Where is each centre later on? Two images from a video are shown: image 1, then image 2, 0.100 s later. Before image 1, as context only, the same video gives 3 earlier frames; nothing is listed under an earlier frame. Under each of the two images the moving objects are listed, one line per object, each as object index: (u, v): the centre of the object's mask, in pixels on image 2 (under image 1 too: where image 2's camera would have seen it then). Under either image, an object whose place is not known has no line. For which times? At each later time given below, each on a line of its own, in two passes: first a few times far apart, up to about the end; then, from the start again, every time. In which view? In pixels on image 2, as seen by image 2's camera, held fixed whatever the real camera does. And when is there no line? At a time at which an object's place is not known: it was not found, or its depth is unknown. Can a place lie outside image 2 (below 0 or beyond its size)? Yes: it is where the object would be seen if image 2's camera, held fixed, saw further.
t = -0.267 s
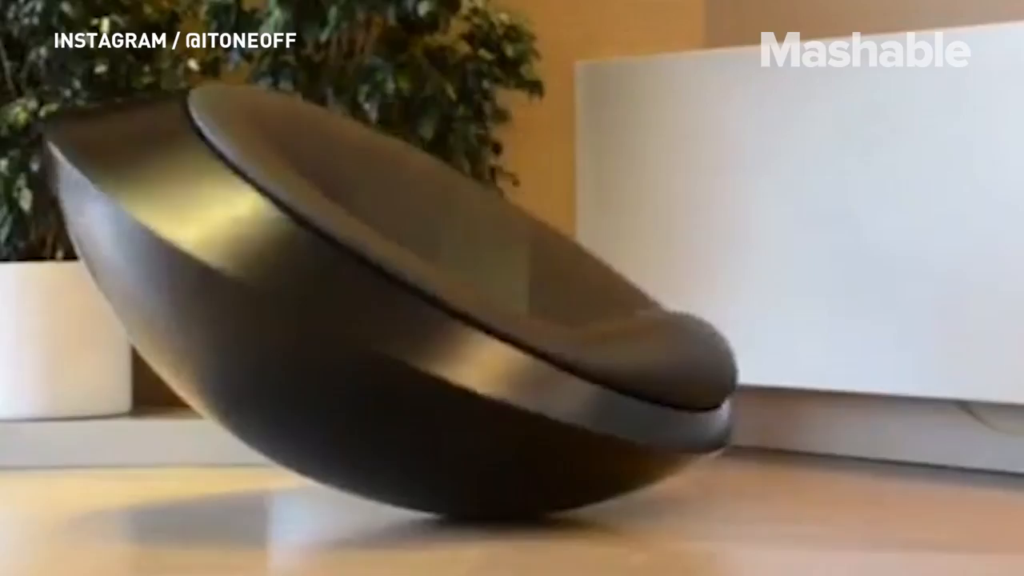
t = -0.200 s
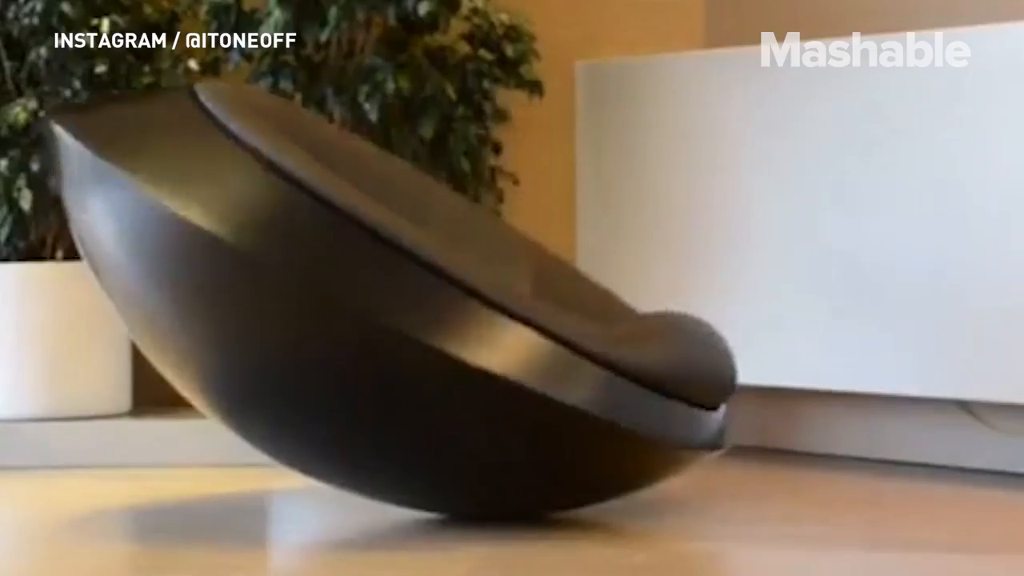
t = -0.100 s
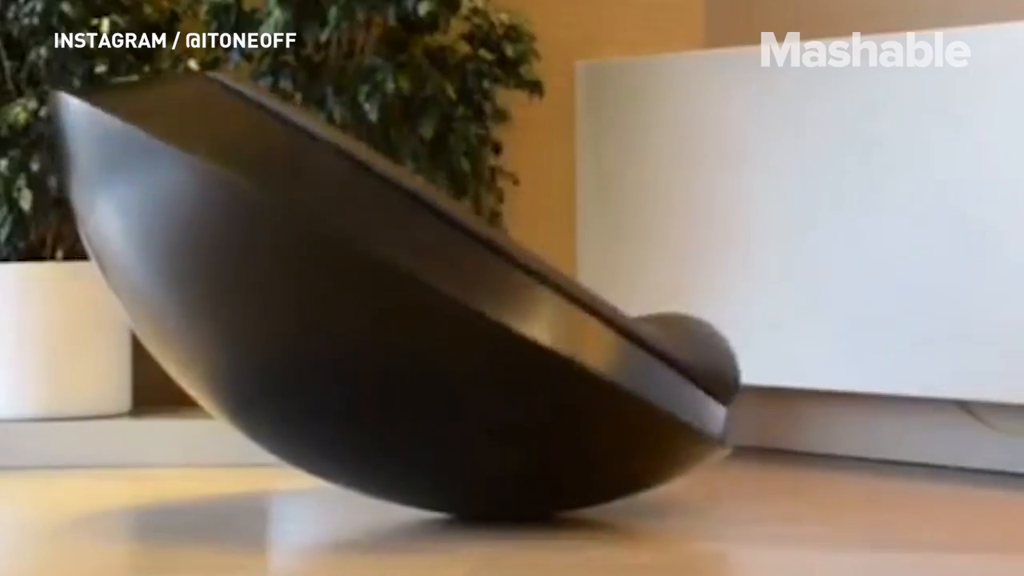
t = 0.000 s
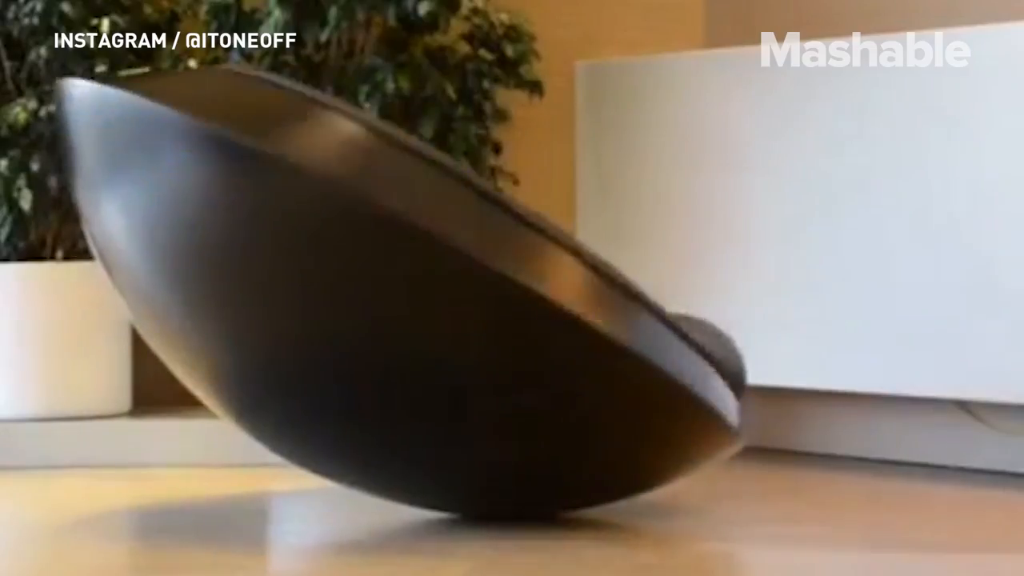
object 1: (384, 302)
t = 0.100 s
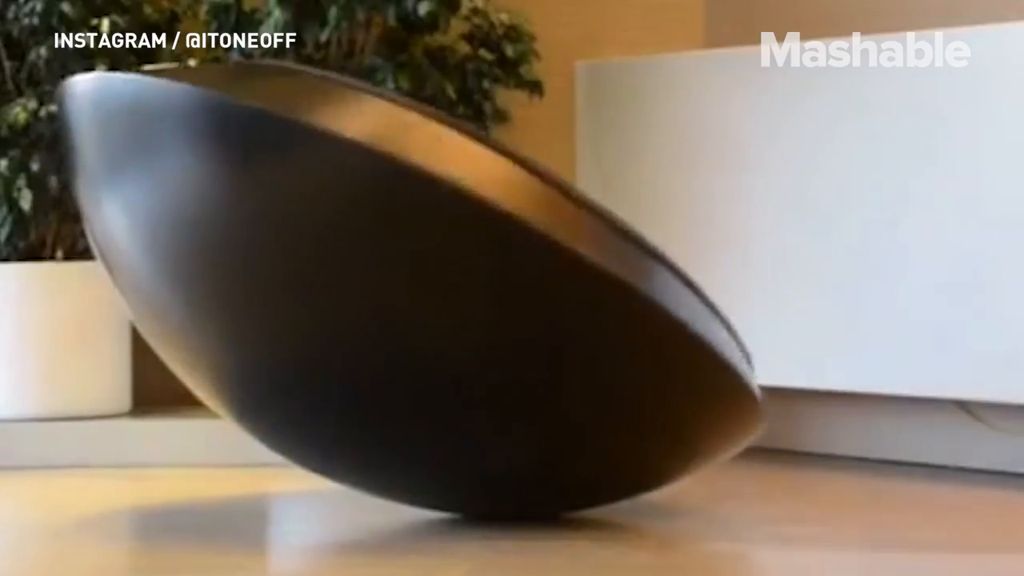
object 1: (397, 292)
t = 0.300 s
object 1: (439, 285)
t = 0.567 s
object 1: (501, 277)
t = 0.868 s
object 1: (569, 280)
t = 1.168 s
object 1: (619, 296)
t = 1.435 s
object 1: (628, 306)
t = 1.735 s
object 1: (608, 299)
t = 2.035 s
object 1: (561, 294)
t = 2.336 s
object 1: (510, 295)
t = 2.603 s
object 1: (467, 297)
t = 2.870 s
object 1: (433, 296)
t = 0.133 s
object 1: (404, 289)
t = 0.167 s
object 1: (408, 288)
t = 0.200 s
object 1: (417, 287)
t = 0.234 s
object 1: (421, 286)
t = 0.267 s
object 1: (430, 285)
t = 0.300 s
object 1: (439, 285)
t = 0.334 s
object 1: (443, 284)
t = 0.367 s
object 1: (452, 283)
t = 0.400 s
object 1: (457, 283)
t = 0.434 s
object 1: (466, 282)
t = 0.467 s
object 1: (476, 281)
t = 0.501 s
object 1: (481, 280)
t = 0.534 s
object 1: (491, 278)
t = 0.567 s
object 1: (501, 277)
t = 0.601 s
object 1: (506, 277)
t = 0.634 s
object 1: (516, 276)
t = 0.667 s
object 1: (522, 276)
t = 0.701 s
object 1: (531, 276)
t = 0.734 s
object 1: (541, 276)
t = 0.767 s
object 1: (546, 276)
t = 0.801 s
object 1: (555, 277)
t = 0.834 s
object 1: (559, 278)
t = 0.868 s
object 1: (569, 280)
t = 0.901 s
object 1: (573, 280)
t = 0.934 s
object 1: (581, 283)
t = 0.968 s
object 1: (590, 285)
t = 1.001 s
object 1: (594, 286)
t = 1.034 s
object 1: (602, 289)
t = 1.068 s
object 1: (605, 290)
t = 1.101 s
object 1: (611, 293)
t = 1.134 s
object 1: (617, 295)
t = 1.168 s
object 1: (619, 296)
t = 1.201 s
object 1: (623, 298)
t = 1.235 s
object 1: (624, 300)
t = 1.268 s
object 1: (627, 302)
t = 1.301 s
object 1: (628, 305)
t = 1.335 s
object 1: (629, 306)
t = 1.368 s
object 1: (631, 308)
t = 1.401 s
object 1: (629, 307)
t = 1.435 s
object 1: (628, 306)
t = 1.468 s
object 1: (626, 304)
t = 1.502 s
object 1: (625, 304)
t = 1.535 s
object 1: (623, 302)
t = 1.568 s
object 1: (620, 302)
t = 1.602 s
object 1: (619, 301)
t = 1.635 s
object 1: (616, 301)
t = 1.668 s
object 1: (614, 300)
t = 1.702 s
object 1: (610, 300)
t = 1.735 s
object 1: (608, 299)
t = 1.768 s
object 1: (603, 299)
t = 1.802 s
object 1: (597, 298)
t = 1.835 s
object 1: (594, 298)
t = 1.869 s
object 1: (588, 297)
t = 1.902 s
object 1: (585, 297)
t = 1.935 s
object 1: (578, 296)
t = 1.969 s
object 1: (571, 295)
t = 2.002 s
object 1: (567, 294)
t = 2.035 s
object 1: (561, 294)
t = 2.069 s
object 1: (557, 294)
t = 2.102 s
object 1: (550, 293)
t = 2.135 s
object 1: (543, 293)
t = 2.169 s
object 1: (539, 293)
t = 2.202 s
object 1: (532, 293)
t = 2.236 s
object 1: (525, 294)
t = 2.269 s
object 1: (521, 294)
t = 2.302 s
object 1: (514, 295)
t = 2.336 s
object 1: (510, 295)
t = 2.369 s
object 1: (504, 296)
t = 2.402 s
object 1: (496, 296)
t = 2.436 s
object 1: (493, 296)
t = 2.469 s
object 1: (486, 297)
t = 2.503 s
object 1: (483, 297)
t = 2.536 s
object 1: (476, 297)
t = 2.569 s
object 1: (473, 297)
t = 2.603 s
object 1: (467, 297)
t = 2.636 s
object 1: (461, 297)
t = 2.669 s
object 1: (458, 296)
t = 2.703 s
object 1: (453, 296)
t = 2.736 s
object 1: (450, 296)
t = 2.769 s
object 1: (445, 296)
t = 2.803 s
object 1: (441, 296)
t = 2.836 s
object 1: (438, 296)
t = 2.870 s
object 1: (433, 296)
